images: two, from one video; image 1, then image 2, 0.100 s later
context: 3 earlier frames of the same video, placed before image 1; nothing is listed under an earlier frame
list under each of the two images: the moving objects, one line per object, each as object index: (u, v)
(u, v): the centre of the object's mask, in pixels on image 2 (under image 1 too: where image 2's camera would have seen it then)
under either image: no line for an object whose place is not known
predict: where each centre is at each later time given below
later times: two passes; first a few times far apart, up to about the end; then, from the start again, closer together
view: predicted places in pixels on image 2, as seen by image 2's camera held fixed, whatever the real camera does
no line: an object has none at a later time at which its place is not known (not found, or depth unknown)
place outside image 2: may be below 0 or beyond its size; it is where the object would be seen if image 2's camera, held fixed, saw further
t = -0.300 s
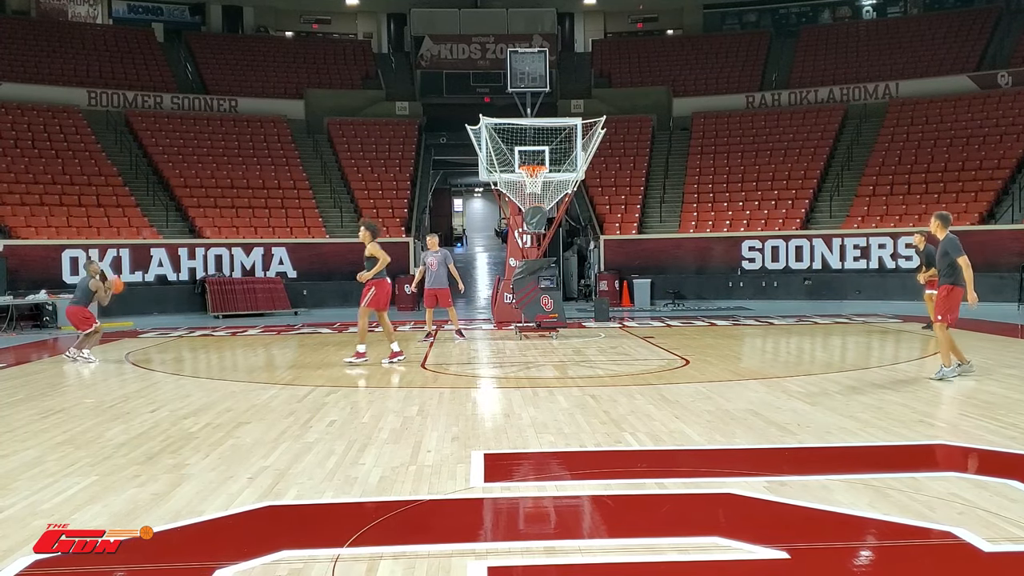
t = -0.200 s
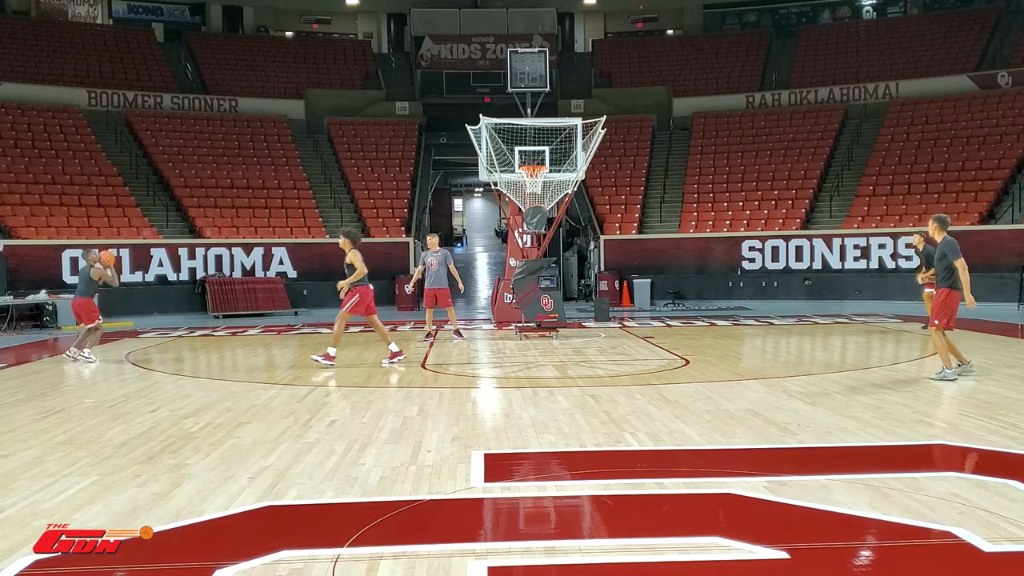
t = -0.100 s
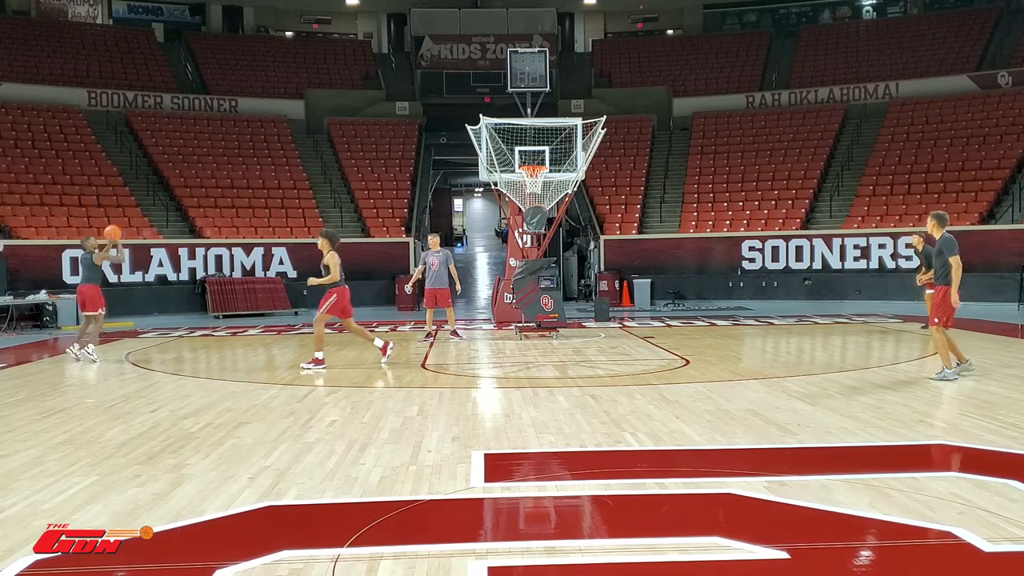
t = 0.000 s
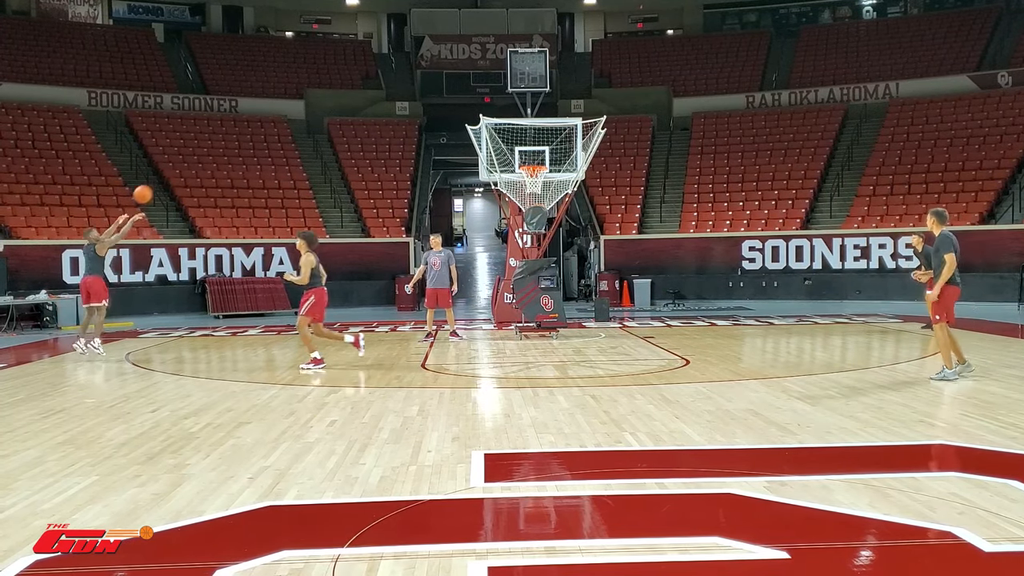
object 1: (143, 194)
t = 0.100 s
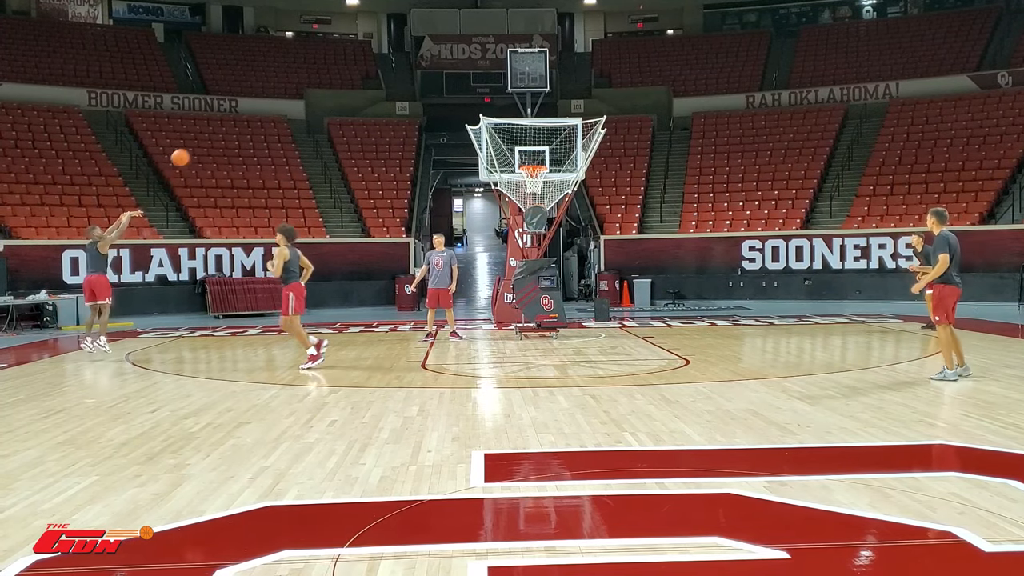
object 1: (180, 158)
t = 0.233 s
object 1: (229, 120)
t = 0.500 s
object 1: (321, 80)
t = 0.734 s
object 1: (396, 81)
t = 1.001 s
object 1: (475, 117)
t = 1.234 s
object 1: (542, 177)
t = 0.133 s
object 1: (192, 147)
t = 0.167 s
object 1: (205, 137)
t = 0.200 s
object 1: (217, 128)
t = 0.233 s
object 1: (229, 120)
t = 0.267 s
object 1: (240, 112)
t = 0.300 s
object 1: (252, 106)
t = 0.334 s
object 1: (264, 99)
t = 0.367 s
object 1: (275, 94)
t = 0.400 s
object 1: (287, 89)
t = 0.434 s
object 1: (298, 86)
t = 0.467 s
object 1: (310, 82)
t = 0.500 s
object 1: (321, 80)
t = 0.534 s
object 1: (331, 78)
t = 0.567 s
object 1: (342, 77)
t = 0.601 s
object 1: (353, 76)
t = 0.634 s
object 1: (364, 76)
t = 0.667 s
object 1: (375, 77)
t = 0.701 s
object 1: (385, 78)
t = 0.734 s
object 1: (396, 81)
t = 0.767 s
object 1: (406, 83)
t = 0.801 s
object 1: (416, 86)
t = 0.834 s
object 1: (426, 90)
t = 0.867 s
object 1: (437, 95)
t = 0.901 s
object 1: (447, 99)
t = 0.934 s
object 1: (456, 105)
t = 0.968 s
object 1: (466, 111)
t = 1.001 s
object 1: (475, 117)
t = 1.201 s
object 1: (531, 166)
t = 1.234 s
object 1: (542, 177)
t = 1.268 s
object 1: (544, 182)
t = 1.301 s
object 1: (547, 183)
